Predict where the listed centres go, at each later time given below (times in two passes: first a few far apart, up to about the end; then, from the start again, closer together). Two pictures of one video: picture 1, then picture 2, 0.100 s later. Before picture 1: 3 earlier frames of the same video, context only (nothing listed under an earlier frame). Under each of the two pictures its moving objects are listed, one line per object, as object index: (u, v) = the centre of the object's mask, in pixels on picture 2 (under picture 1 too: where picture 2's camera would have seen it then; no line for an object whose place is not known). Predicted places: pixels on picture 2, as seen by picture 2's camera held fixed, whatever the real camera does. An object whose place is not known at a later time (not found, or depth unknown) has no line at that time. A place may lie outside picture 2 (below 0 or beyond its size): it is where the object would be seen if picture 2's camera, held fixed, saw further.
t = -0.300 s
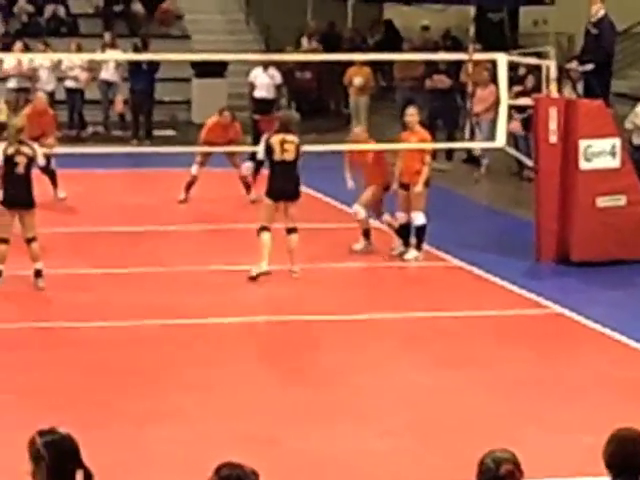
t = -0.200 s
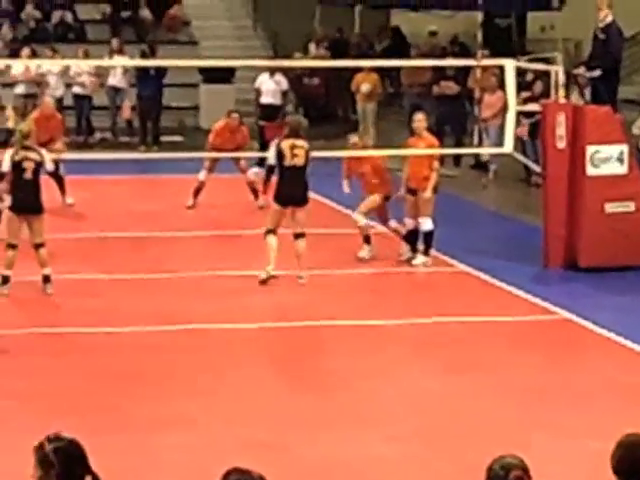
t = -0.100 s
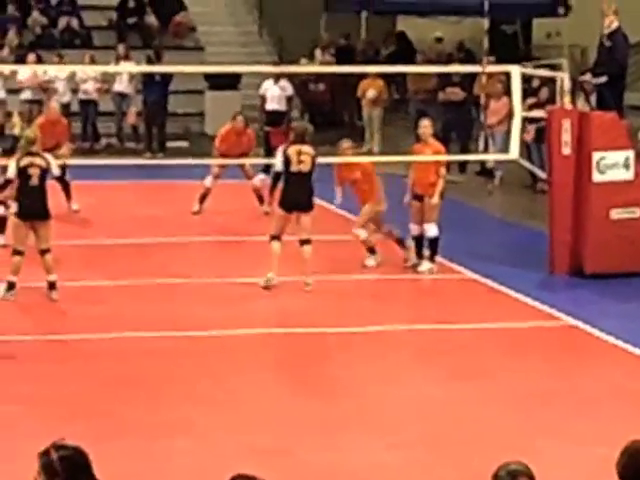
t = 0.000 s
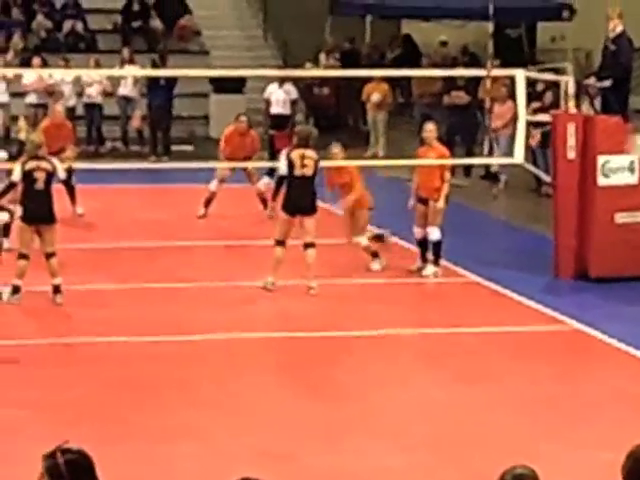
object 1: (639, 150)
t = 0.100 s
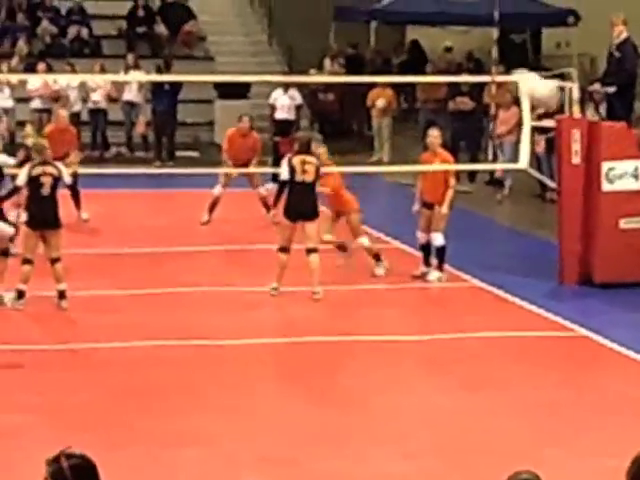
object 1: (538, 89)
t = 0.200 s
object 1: (423, 42)
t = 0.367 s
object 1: (276, 13)
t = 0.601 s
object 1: (115, 32)
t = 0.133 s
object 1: (492, 65)
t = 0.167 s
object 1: (457, 56)
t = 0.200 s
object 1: (423, 42)
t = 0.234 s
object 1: (392, 35)
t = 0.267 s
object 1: (360, 26)
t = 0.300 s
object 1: (331, 19)
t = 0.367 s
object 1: (276, 13)
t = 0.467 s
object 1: (199, 15)
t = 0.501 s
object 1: (176, 16)
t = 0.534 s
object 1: (154, 21)
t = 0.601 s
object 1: (115, 32)
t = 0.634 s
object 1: (92, 40)
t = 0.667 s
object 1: (73, 48)
